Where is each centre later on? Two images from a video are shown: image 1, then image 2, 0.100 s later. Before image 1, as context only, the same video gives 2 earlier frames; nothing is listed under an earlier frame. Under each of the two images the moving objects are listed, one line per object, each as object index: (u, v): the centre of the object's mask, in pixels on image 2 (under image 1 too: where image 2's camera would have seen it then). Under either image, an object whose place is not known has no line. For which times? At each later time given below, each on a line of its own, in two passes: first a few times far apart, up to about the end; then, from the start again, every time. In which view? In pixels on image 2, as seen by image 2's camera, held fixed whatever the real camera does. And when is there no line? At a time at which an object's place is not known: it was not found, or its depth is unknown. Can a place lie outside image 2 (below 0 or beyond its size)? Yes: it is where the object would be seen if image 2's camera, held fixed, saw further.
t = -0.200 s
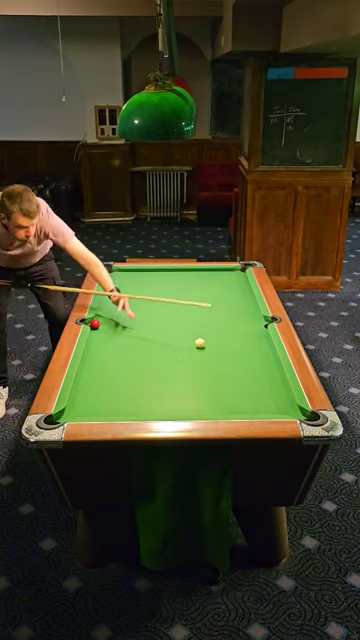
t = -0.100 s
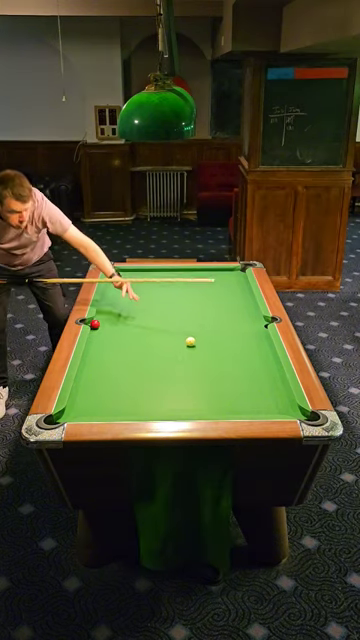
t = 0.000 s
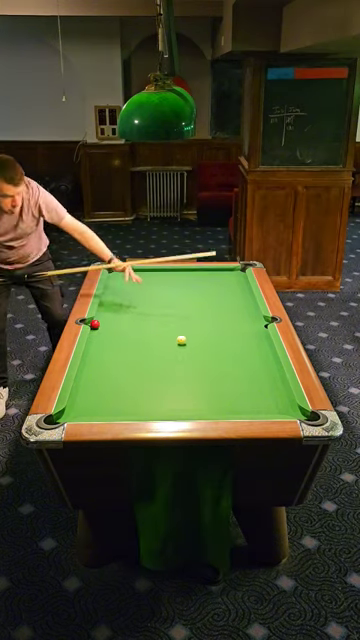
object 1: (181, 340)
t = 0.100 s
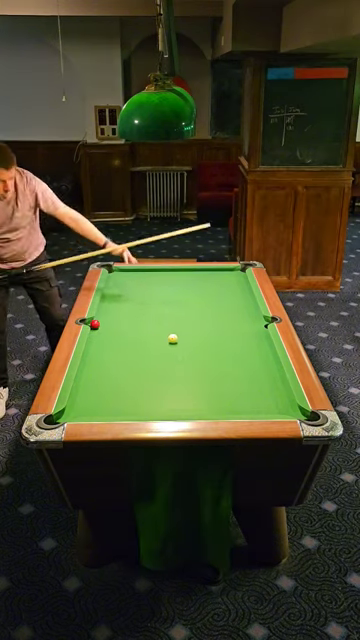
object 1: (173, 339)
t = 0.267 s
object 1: (159, 336)
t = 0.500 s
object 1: (141, 333)
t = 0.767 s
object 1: (122, 330)
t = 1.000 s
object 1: (108, 328)
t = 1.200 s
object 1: (101, 327)
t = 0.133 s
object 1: (169, 338)
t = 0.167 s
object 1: (167, 338)
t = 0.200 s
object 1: (164, 337)
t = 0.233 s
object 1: (161, 337)
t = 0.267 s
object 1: (159, 336)
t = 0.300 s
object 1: (155, 336)
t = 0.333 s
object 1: (153, 335)
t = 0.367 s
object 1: (151, 335)
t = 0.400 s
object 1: (148, 334)
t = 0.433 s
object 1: (146, 334)
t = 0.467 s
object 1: (143, 334)
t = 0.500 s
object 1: (141, 333)
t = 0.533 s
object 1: (138, 333)
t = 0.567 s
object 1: (136, 332)
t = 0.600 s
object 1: (134, 332)
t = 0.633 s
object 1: (131, 331)
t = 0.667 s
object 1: (129, 331)
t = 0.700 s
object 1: (127, 331)
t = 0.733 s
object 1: (124, 330)
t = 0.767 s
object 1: (122, 330)
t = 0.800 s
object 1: (120, 330)
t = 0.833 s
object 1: (118, 329)
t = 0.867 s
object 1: (116, 329)
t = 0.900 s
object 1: (114, 329)
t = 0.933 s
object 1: (112, 328)
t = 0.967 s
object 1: (110, 328)
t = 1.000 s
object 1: (108, 328)
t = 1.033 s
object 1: (106, 327)
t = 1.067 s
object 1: (104, 327)
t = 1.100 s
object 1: (103, 327)
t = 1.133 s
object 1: (102, 327)
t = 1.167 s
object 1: (101, 327)
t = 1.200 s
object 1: (101, 327)
